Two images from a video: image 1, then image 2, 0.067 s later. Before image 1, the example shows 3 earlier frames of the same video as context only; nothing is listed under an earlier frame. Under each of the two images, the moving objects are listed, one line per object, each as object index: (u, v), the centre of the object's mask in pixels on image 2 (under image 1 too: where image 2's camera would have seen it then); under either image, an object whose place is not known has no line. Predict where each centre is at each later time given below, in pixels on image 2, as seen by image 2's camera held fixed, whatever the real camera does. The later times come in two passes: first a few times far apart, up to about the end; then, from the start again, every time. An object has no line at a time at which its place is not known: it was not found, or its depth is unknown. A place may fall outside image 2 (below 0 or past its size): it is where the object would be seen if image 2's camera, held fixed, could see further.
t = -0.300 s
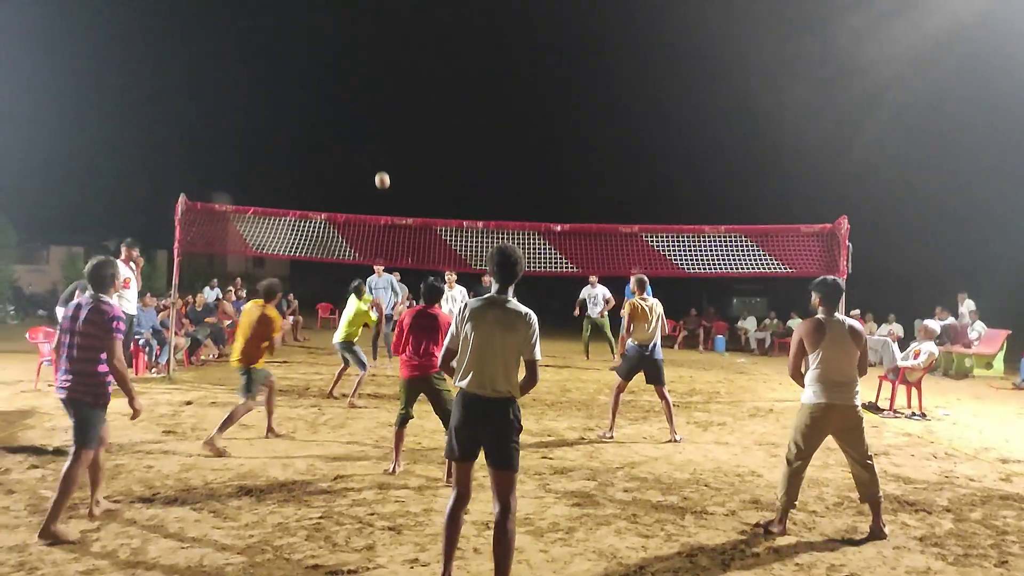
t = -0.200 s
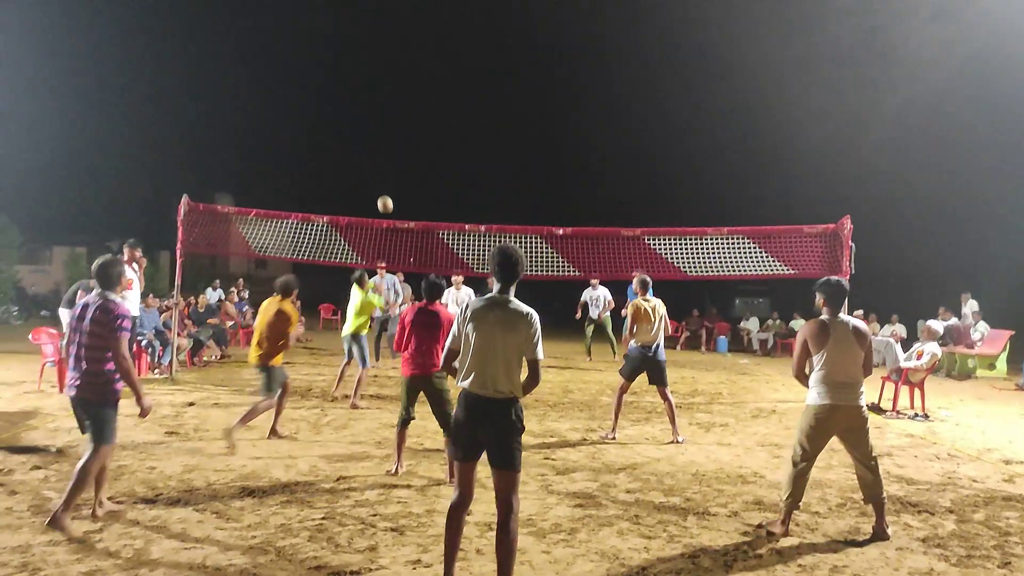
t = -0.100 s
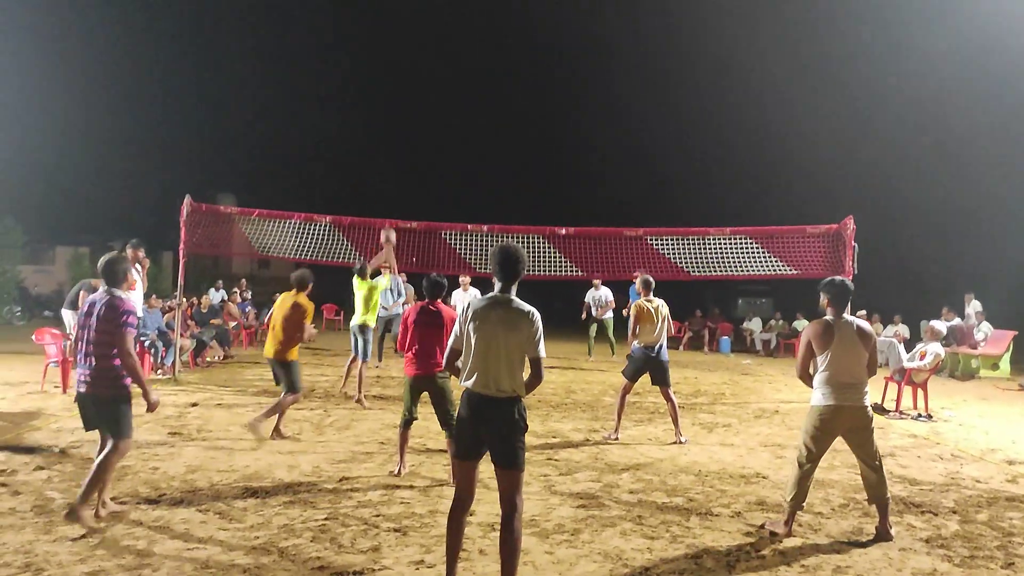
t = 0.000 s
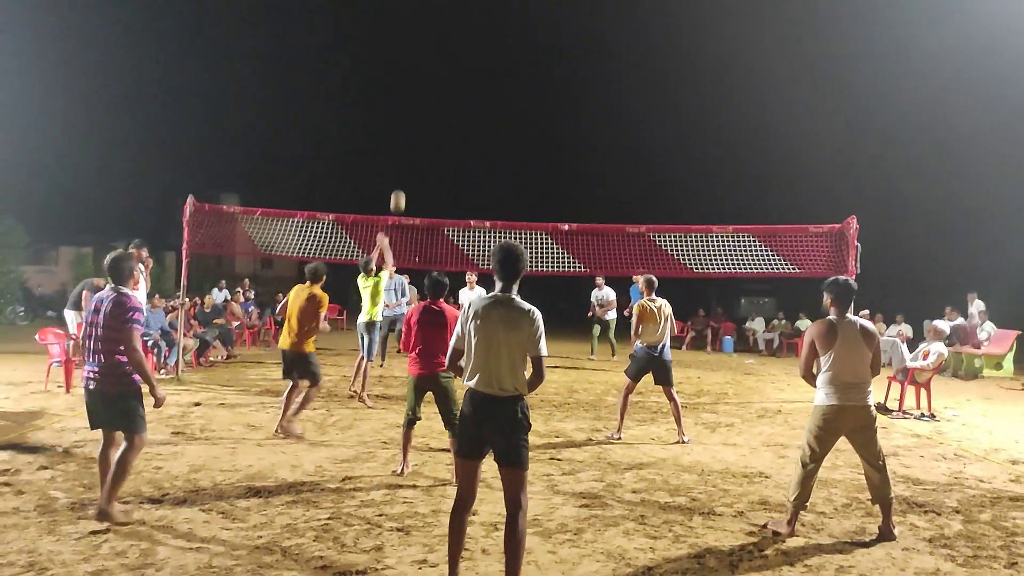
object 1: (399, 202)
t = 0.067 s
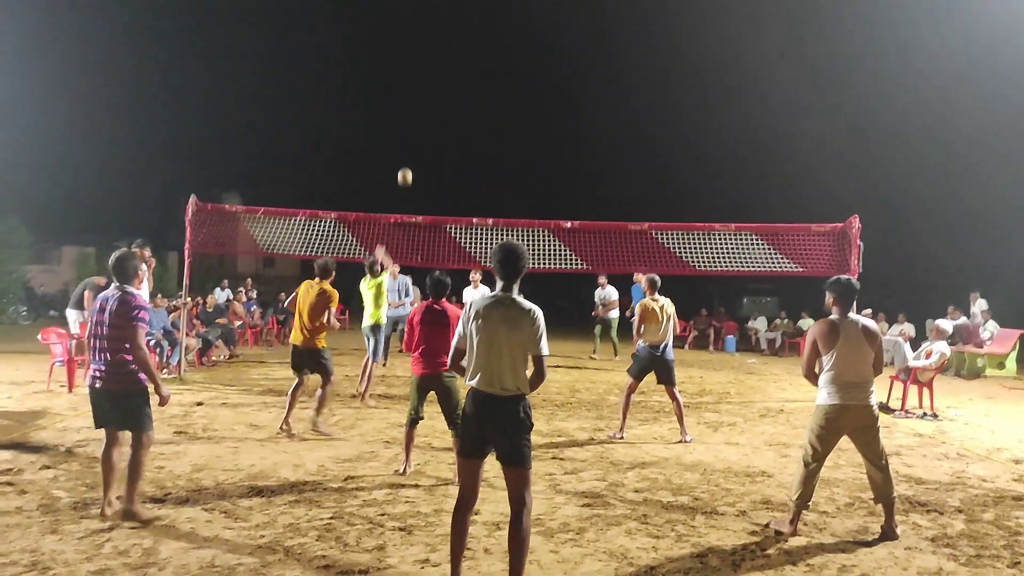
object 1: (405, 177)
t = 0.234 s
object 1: (417, 136)
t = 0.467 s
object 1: (427, 117)
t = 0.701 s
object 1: (437, 133)
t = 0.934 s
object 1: (445, 172)
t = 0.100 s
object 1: (408, 167)
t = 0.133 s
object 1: (410, 157)
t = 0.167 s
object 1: (413, 149)
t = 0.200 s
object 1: (415, 142)
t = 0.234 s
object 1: (417, 136)
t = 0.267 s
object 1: (419, 131)
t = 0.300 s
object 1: (420, 126)
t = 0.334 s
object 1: (422, 123)
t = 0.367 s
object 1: (423, 120)
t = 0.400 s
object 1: (424, 119)
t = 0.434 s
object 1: (425, 117)
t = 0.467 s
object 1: (427, 117)
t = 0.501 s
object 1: (429, 117)
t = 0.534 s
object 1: (431, 119)
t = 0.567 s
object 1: (432, 120)
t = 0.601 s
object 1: (434, 122)
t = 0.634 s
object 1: (435, 125)
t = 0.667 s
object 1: (436, 129)
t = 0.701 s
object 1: (437, 133)
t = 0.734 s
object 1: (438, 137)
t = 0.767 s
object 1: (439, 143)
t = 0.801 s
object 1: (440, 147)
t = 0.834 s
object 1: (441, 153)
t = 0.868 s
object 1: (443, 159)
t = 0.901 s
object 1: (444, 166)
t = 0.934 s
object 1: (445, 172)
